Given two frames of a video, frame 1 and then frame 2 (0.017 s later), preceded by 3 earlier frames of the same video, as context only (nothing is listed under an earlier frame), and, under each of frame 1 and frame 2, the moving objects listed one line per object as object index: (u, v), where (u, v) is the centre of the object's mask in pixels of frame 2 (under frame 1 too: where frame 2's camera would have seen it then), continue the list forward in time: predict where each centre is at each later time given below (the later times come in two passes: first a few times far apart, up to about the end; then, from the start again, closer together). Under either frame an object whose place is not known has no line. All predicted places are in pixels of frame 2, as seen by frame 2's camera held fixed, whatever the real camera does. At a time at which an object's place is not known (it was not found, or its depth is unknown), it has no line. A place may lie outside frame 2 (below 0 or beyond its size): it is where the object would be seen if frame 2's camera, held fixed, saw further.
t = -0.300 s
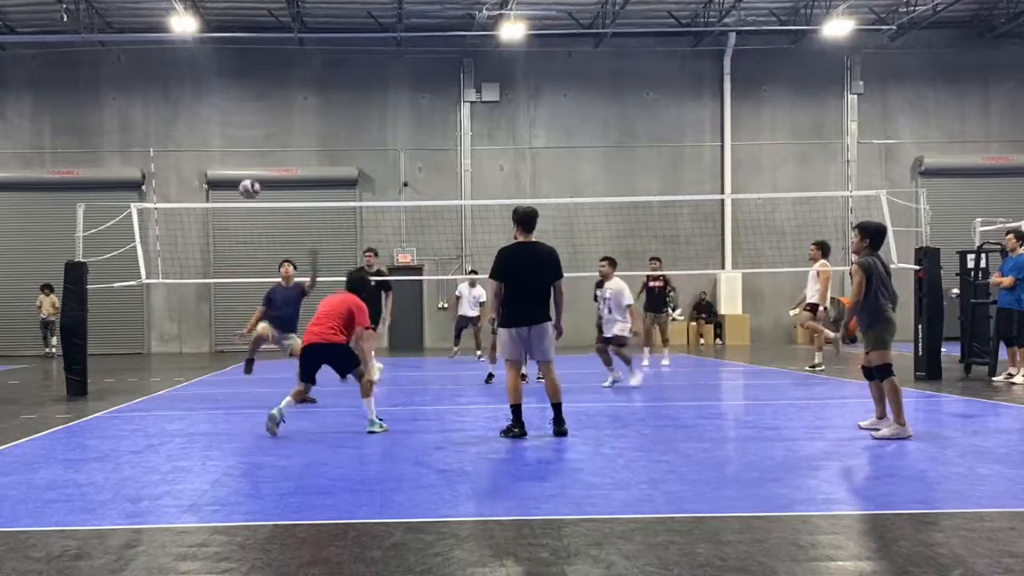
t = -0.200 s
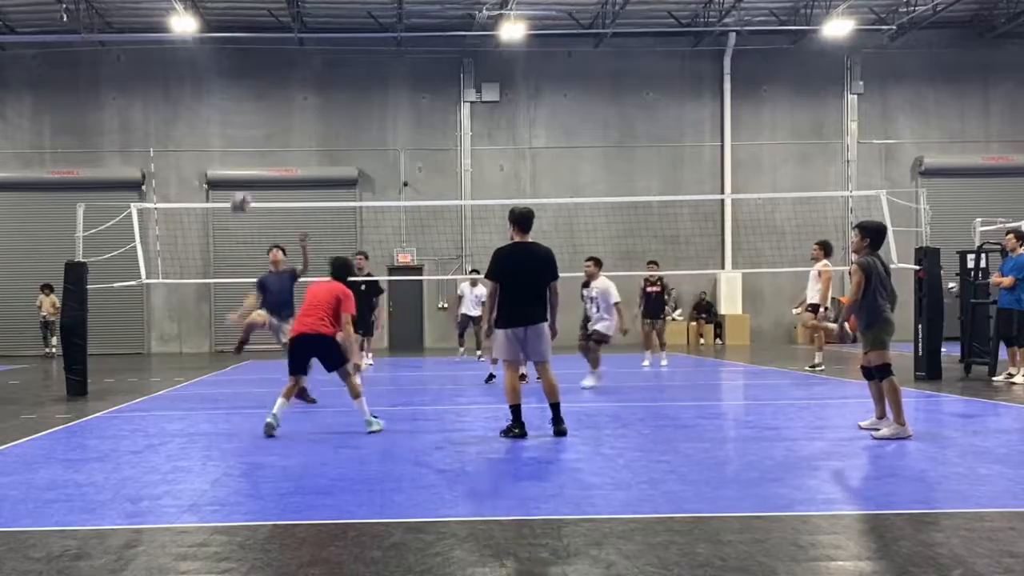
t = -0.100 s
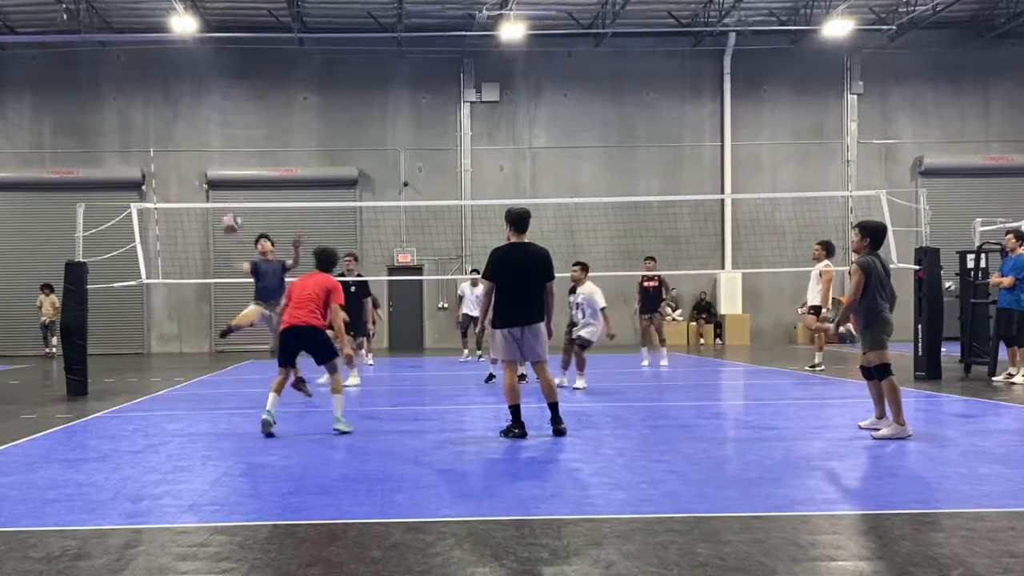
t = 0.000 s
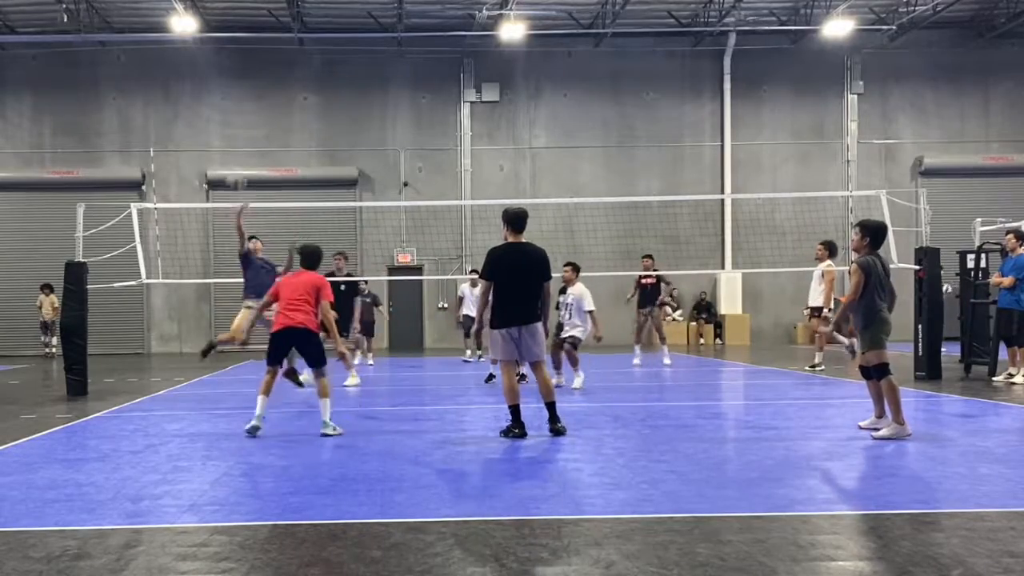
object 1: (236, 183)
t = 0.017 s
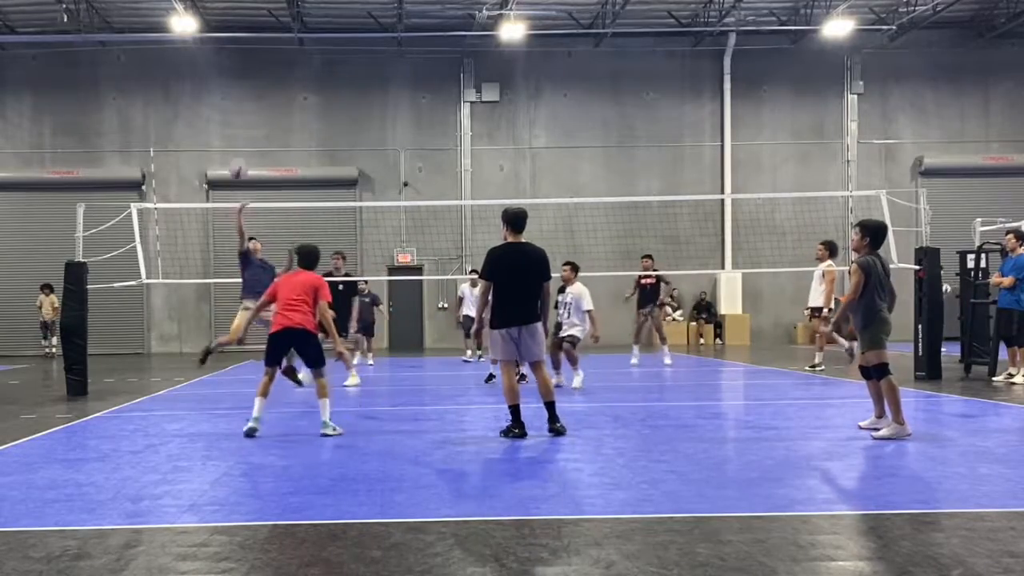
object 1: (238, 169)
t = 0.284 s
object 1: (262, 61)
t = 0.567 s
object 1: (285, 25)
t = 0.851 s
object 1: (305, 53)
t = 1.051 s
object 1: (318, 102)
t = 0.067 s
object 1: (243, 143)
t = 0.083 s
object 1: (244, 135)
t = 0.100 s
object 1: (246, 127)
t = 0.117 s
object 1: (247, 119)
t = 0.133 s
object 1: (249, 112)
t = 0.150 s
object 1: (250, 105)
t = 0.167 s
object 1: (252, 99)
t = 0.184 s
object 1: (253, 92)
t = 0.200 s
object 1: (254, 87)
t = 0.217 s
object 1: (256, 80)
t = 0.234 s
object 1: (258, 75)
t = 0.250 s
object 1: (259, 69)
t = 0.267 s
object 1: (260, 65)
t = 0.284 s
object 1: (262, 61)
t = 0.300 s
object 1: (264, 57)
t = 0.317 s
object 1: (265, 52)
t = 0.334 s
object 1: (266, 48)
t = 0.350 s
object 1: (267, 44)
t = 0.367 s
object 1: (269, 42)
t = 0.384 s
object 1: (271, 39)
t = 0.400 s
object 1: (272, 37)
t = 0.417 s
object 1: (273, 34)
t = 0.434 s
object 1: (275, 31)
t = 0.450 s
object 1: (275, 30)
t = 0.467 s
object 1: (277, 29)
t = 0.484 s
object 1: (278, 28)
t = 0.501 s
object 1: (280, 27)
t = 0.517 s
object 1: (281, 26)
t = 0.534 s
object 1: (282, 25)
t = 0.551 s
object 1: (283, 25)
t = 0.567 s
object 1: (285, 25)
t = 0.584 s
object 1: (286, 25)
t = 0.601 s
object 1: (287, 25)
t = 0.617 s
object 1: (289, 26)
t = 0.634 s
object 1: (290, 26)
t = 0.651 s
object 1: (291, 27)
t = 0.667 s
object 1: (292, 28)
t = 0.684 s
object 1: (293, 29)
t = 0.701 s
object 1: (294, 31)
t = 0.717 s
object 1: (296, 32)
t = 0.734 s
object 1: (297, 34)
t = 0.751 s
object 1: (298, 36)
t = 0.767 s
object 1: (299, 38)
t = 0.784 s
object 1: (301, 41)
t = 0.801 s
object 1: (302, 44)
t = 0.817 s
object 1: (303, 46)
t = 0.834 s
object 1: (304, 50)
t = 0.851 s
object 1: (305, 53)
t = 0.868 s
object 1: (306, 56)
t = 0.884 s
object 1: (308, 60)
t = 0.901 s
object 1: (308, 63)
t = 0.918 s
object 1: (310, 67)
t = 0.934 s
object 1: (310, 70)
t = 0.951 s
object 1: (311, 75)
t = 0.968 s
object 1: (313, 79)
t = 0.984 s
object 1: (313, 84)
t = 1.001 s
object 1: (314, 89)
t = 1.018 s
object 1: (315, 93)
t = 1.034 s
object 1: (315, 97)
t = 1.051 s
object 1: (318, 102)
